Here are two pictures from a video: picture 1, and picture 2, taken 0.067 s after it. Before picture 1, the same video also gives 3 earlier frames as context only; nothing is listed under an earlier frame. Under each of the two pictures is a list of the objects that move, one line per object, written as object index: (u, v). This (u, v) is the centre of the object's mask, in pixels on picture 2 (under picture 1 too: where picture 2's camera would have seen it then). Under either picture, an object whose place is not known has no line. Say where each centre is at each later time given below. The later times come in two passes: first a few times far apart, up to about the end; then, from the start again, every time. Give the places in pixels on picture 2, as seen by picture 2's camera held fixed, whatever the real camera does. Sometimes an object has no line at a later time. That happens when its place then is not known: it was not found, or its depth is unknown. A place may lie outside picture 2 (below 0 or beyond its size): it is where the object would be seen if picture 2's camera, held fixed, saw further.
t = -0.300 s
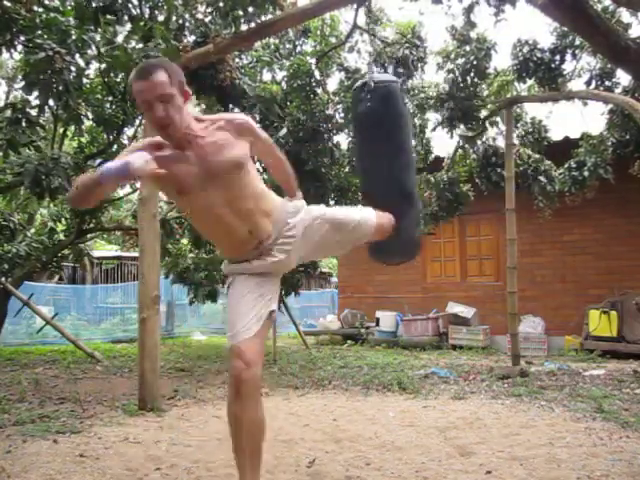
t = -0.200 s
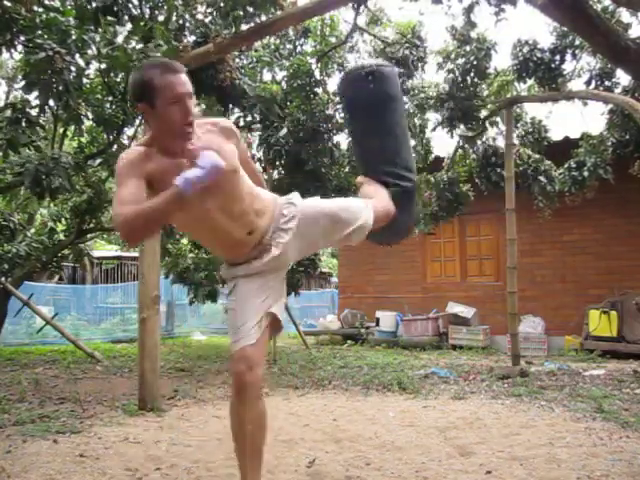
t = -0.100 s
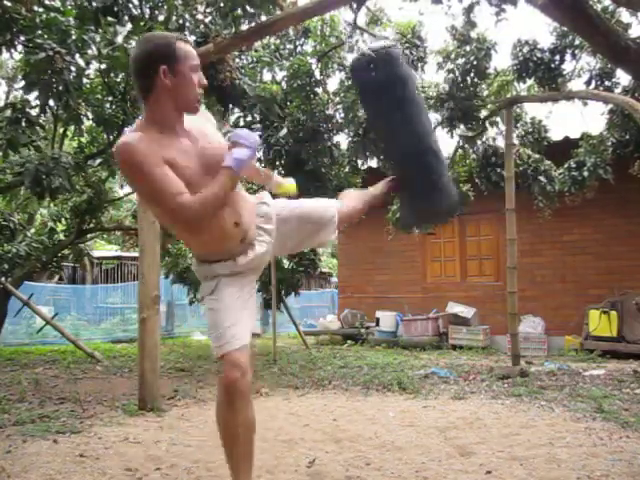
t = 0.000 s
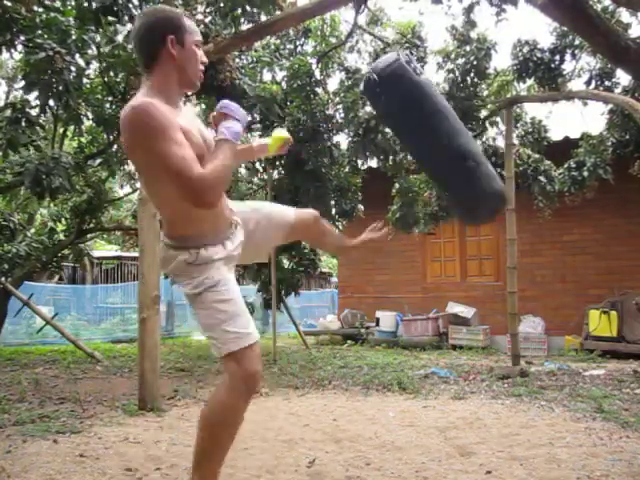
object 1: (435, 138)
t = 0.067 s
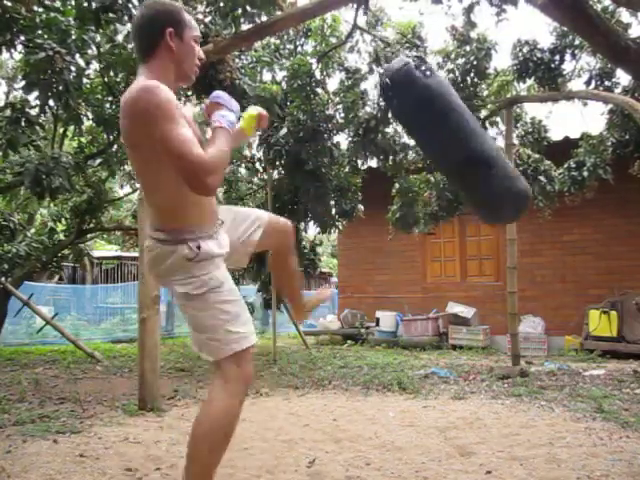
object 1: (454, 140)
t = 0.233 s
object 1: (475, 129)
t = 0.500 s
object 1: (446, 142)
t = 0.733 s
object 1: (369, 159)
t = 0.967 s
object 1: (291, 152)
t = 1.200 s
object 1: (264, 141)
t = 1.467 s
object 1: (286, 155)
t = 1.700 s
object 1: (343, 172)
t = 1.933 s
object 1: (412, 165)
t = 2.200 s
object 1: (464, 138)
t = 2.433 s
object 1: (460, 134)
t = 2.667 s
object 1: (405, 154)
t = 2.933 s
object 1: (319, 162)
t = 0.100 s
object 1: (462, 137)
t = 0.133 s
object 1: (468, 134)
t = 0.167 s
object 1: (472, 131)
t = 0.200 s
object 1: (474, 130)
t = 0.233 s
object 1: (475, 129)
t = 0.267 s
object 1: (476, 130)
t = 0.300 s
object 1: (475, 131)
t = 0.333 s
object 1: (473, 132)
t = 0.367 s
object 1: (470, 134)
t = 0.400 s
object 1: (466, 136)
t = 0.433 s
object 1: (460, 138)
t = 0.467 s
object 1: (453, 139)
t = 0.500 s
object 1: (446, 142)
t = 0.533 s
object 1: (438, 146)
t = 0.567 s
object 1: (429, 150)
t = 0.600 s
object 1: (418, 153)
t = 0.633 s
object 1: (407, 156)
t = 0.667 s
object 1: (395, 158)
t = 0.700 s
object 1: (382, 158)
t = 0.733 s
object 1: (369, 159)
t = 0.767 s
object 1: (355, 160)
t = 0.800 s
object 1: (342, 158)
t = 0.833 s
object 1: (329, 159)
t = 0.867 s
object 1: (319, 156)
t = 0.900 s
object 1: (307, 155)
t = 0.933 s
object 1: (298, 154)
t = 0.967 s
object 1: (291, 152)
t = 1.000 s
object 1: (285, 148)
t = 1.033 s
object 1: (278, 147)
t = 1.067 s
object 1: (274, 145)
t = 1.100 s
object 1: (270, 143)
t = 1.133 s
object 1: (266, 143)
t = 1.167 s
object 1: (265, 141)
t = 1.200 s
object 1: (264, 141)
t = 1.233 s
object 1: (264, 141)
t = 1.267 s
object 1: (265, 143)
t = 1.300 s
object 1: (267, 143)
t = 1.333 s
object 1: (269, 145)
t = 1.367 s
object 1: (273, 148)
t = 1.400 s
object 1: (277, 148)
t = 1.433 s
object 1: (281, 151)
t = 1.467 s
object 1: (286, 155)
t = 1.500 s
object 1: (293, 157)
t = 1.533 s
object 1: (300, 159)
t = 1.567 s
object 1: (307, 162)
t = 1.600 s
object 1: (314, 164)
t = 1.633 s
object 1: (323, 167)
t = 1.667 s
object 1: (332, 170)
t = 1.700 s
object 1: (343, 172)
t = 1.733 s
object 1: (353, 173)
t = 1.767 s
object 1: (363, 173)
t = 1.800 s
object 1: (373, 173)
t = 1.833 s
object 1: (383, 172)
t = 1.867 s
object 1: (393, 169)
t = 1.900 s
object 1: (403, 167)
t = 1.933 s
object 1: (412, 165)
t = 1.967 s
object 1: (422, 163)
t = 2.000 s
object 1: (431, 159)
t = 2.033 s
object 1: (438, 156)
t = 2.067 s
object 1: (445, 152)
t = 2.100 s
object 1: (451, 147)
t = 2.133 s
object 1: (456, 144)
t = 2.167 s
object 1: (461, 141)
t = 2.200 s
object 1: (464, 138)
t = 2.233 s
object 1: (465, 134)
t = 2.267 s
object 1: (467, 133)
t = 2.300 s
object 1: (468, 132)
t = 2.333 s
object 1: (467, 132)
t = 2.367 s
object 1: (466, 132)
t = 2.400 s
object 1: (464, 133)
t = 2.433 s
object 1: (460, 134)
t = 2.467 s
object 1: (456, 136)
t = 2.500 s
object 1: (450, 140)
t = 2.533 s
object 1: (443, 143)
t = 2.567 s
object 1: (435, 146)
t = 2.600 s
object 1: (425, 148)
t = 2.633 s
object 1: (416, 152)
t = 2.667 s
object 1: (405, 154)
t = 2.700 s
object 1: (394, 158)
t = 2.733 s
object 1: (383, 159)
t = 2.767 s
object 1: (371, 162)
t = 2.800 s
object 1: (359, 163)
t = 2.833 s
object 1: (349, 163)
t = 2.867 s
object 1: (338, 164)
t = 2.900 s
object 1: (328, 165)
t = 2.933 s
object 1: (319, 162)
